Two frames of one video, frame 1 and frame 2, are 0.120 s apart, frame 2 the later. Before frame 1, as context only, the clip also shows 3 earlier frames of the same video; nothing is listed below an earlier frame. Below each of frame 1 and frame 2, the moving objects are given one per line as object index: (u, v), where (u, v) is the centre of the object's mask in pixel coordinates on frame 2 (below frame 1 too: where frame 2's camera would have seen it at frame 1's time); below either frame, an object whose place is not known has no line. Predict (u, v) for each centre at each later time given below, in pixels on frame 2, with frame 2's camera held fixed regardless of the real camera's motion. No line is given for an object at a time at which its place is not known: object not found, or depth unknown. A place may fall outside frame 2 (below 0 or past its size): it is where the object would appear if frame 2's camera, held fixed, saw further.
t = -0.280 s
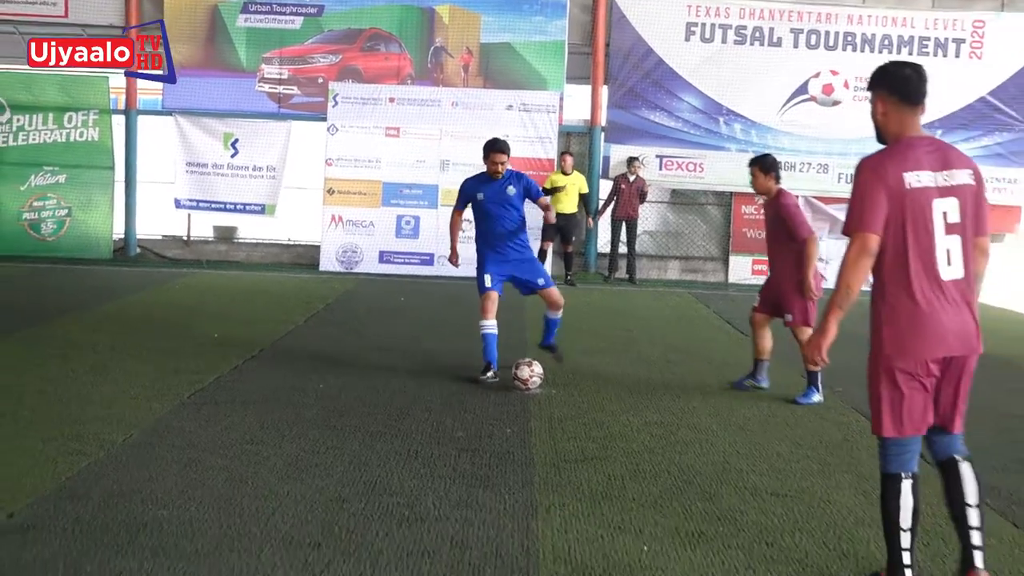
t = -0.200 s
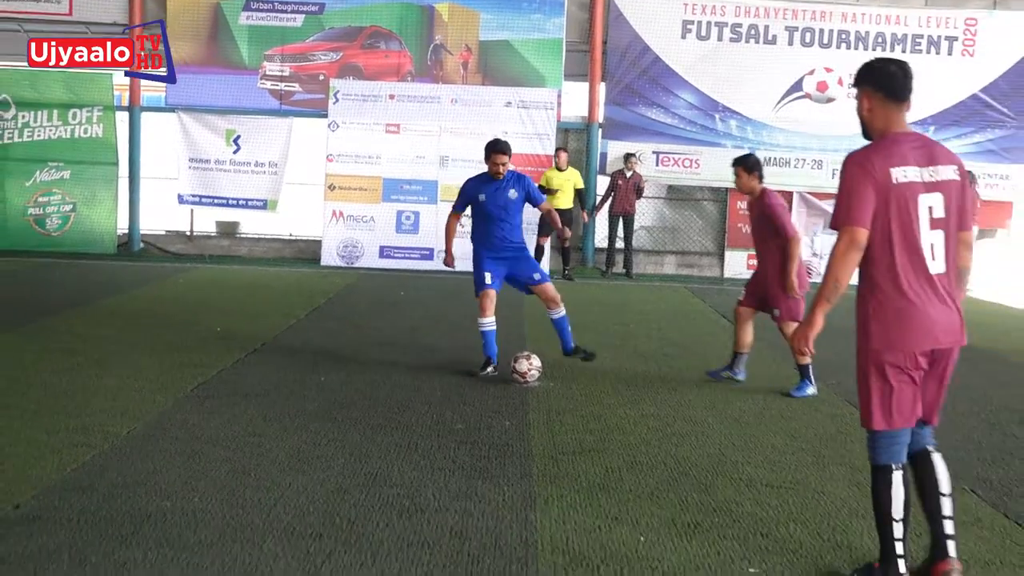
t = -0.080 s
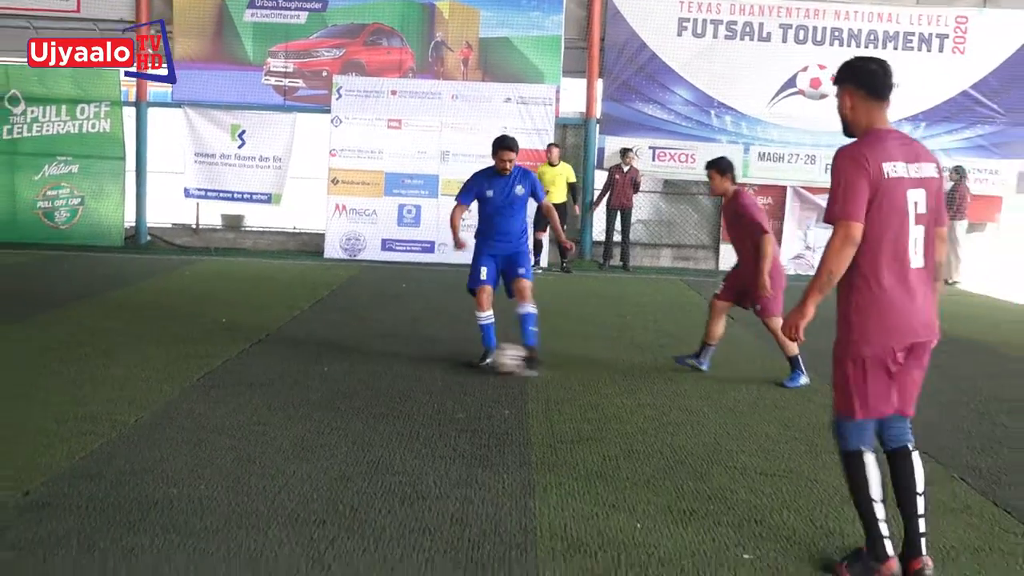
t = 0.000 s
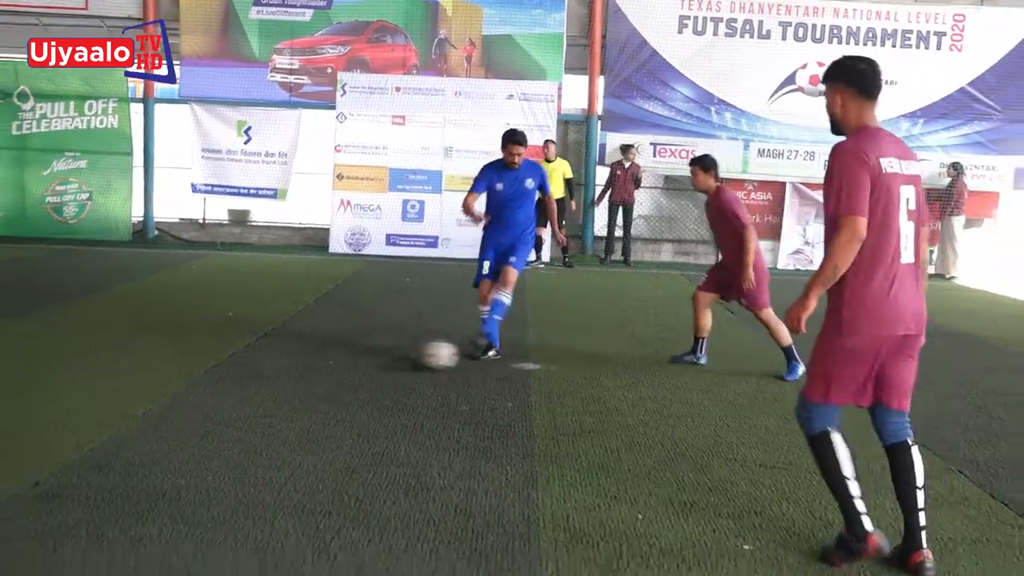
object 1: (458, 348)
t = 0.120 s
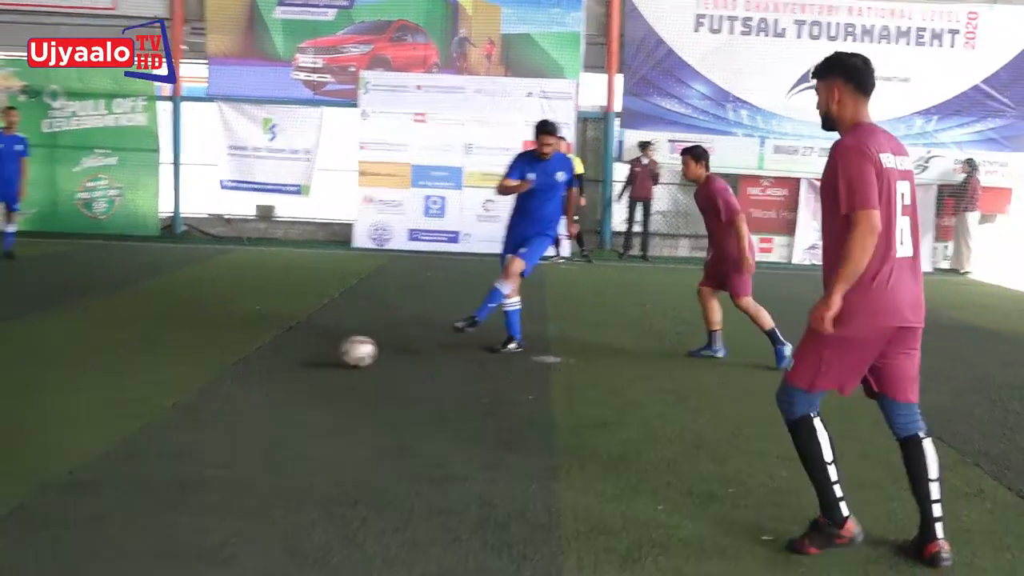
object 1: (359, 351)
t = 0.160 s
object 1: (327, 352)
